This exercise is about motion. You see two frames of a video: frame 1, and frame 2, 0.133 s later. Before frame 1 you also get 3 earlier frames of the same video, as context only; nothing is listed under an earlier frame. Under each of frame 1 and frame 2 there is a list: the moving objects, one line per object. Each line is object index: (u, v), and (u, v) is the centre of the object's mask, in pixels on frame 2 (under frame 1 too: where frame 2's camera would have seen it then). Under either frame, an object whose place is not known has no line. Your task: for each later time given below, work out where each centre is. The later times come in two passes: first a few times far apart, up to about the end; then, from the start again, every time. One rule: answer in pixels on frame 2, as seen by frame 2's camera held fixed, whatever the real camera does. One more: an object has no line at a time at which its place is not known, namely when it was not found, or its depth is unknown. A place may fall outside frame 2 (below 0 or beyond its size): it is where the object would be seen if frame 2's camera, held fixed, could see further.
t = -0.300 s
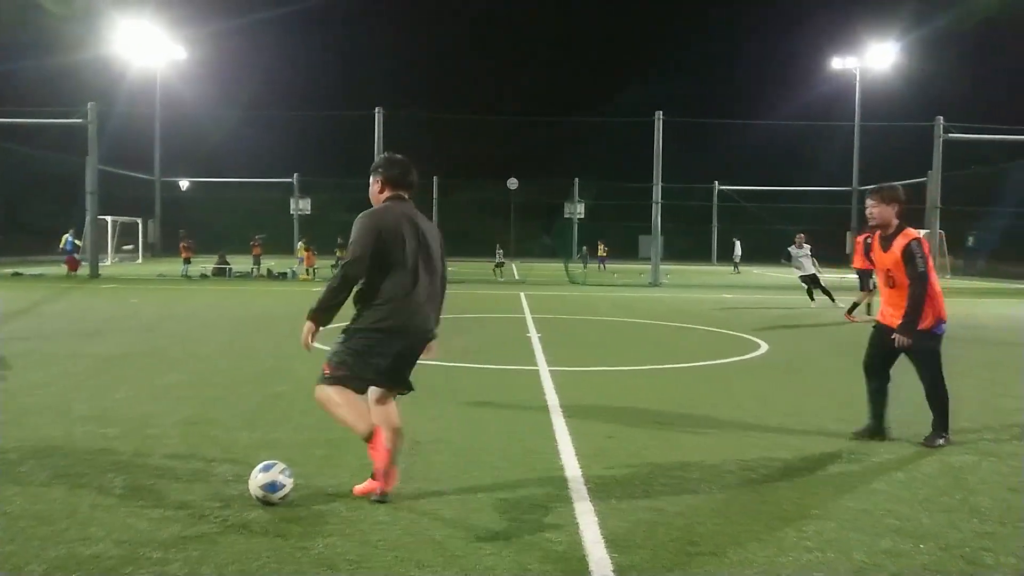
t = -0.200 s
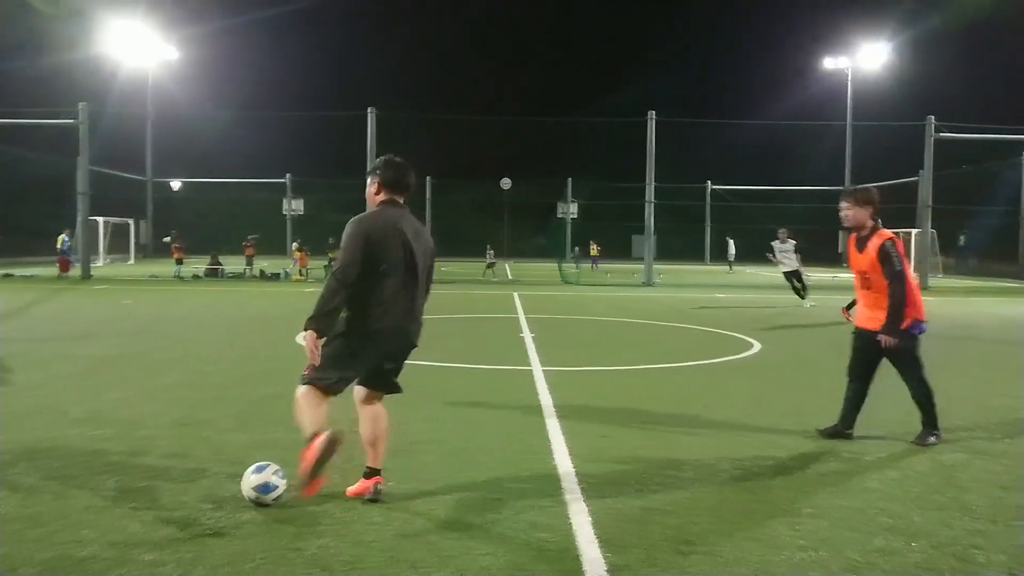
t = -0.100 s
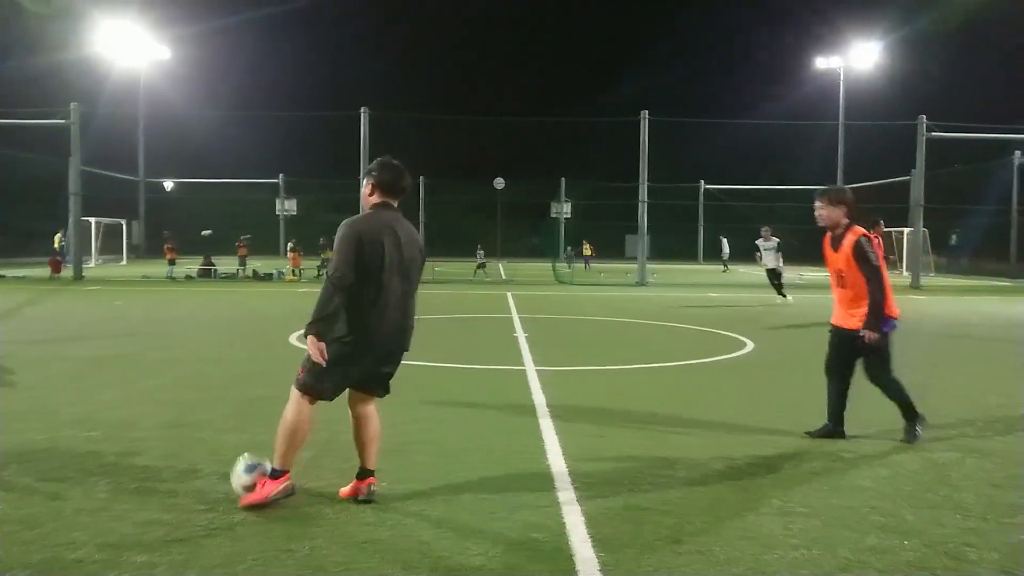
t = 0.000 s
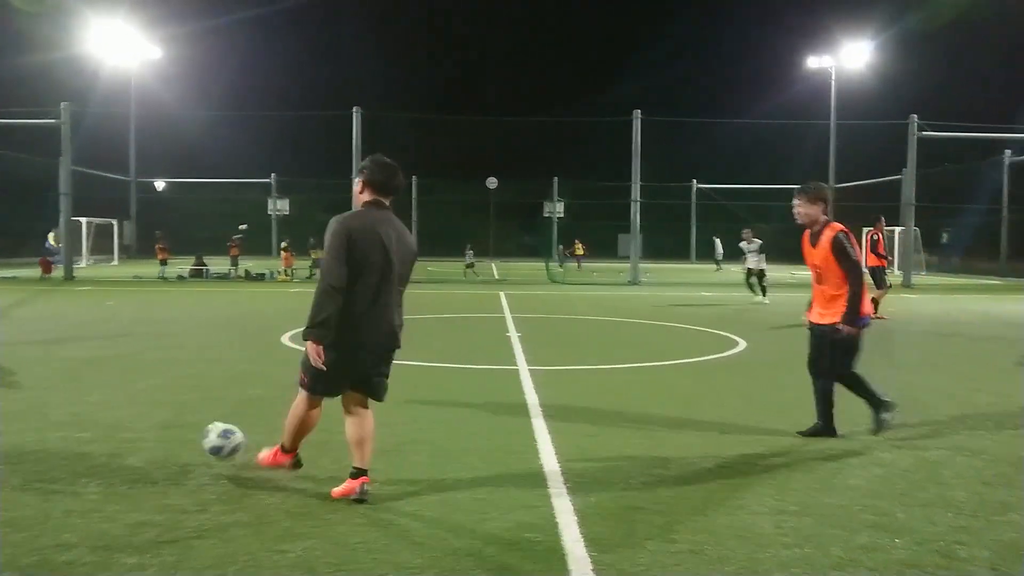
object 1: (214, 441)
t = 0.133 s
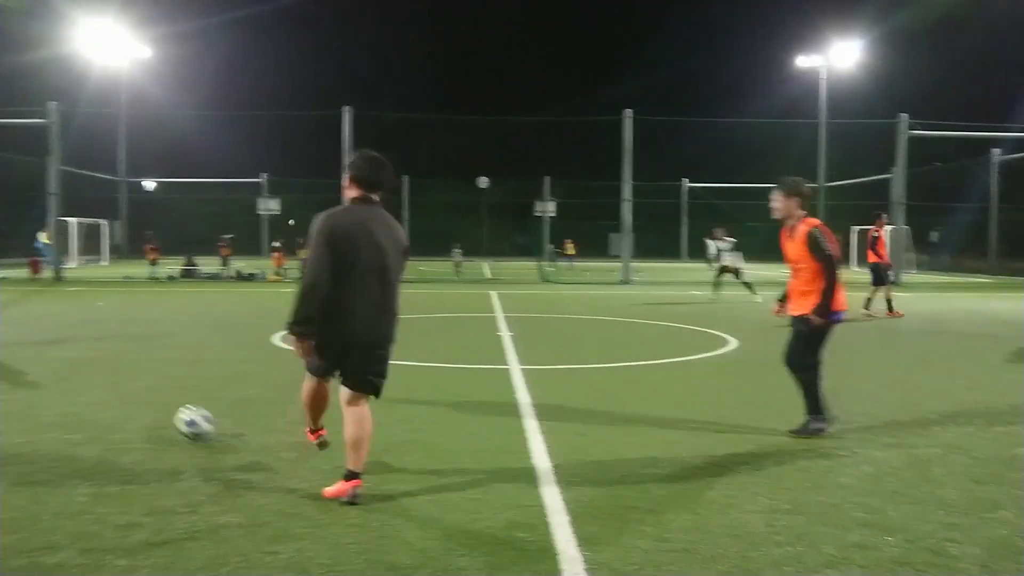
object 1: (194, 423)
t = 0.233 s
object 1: (188, 407)
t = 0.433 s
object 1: (178, 390)
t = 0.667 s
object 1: (173, 377)
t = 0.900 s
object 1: (169, 366)
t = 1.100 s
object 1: (168, 358)
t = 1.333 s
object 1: (166, 350)
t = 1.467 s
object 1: (166, 347)
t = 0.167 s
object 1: (191, 415)
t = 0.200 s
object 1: (190, 410)
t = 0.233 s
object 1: (188, 407)
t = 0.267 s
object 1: (185, 405)
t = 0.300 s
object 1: (183, 402)
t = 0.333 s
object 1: (181, 399)
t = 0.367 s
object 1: (180, 396)
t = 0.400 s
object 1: (179, 393)
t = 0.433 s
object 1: (178, 390)
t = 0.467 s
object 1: (177, 388)
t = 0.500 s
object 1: (176, 386)
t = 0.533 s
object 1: (175, 383)
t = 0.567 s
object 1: (175, 382)
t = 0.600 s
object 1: (174, 380)
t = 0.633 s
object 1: (173, 378)
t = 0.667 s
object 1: (173, 377)
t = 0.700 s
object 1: (172, 375)
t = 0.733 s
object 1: (171, 373)
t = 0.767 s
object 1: (171, 372)
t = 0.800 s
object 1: (170, 370)
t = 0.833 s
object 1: (169, 369)
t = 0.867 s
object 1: (169, 367)
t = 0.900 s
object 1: (169, 366)
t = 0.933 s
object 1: (169, 365)
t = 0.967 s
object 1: (168, 363)
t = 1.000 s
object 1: (168, 362)
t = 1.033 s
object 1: (168, 361)
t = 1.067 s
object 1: (168, 359)
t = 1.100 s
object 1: (168, 358)
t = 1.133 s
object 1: (167, 357)
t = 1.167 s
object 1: (167, 356)
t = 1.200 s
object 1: (167, 355)
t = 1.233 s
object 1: (166, 354)
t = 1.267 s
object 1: (166, 352)
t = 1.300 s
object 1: (166, 351)
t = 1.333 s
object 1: (166, 350)
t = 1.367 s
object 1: (166, 350)
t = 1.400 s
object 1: (166, 348)
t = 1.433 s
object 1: (166, 347)
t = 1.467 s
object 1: (166, 347)
